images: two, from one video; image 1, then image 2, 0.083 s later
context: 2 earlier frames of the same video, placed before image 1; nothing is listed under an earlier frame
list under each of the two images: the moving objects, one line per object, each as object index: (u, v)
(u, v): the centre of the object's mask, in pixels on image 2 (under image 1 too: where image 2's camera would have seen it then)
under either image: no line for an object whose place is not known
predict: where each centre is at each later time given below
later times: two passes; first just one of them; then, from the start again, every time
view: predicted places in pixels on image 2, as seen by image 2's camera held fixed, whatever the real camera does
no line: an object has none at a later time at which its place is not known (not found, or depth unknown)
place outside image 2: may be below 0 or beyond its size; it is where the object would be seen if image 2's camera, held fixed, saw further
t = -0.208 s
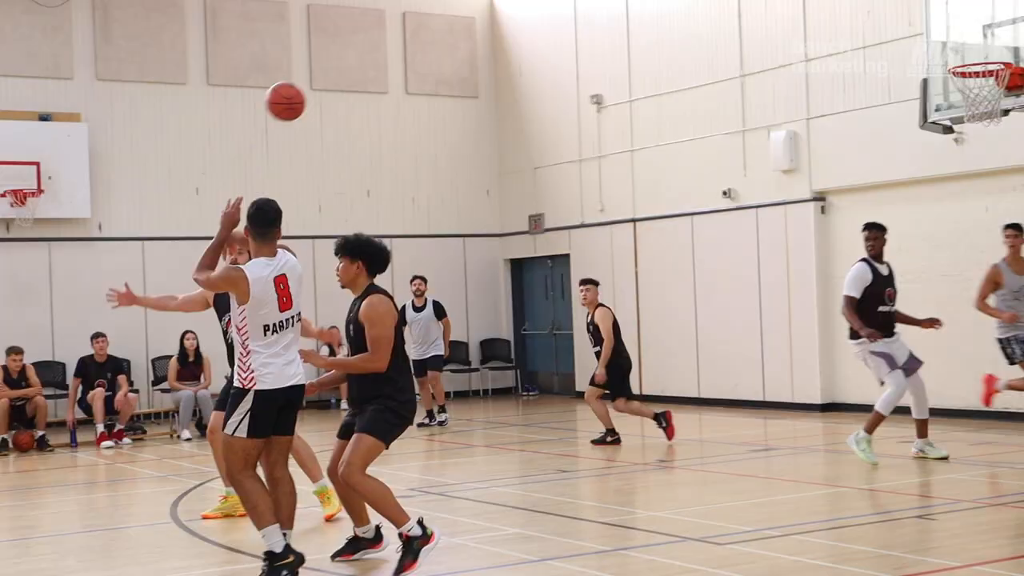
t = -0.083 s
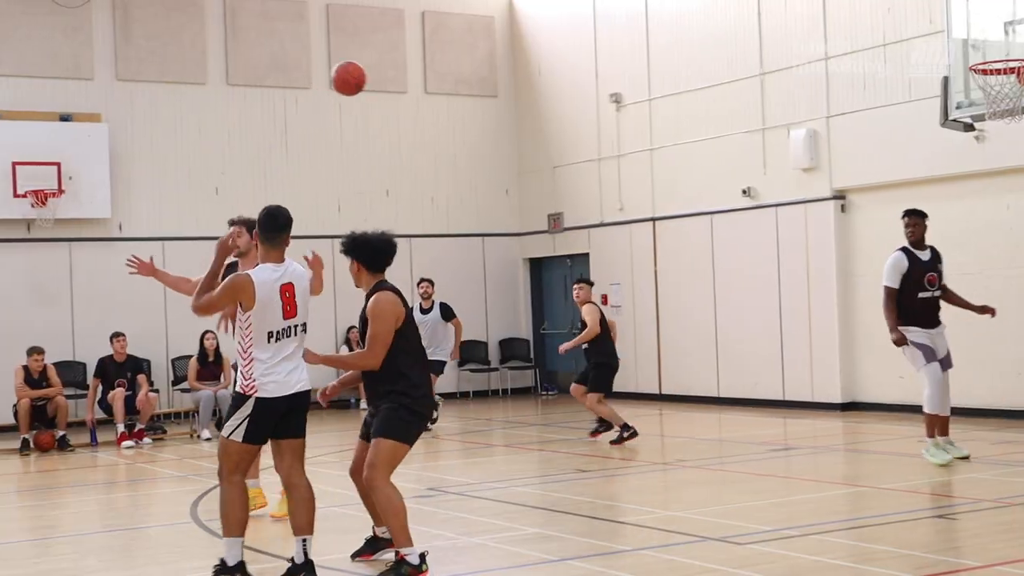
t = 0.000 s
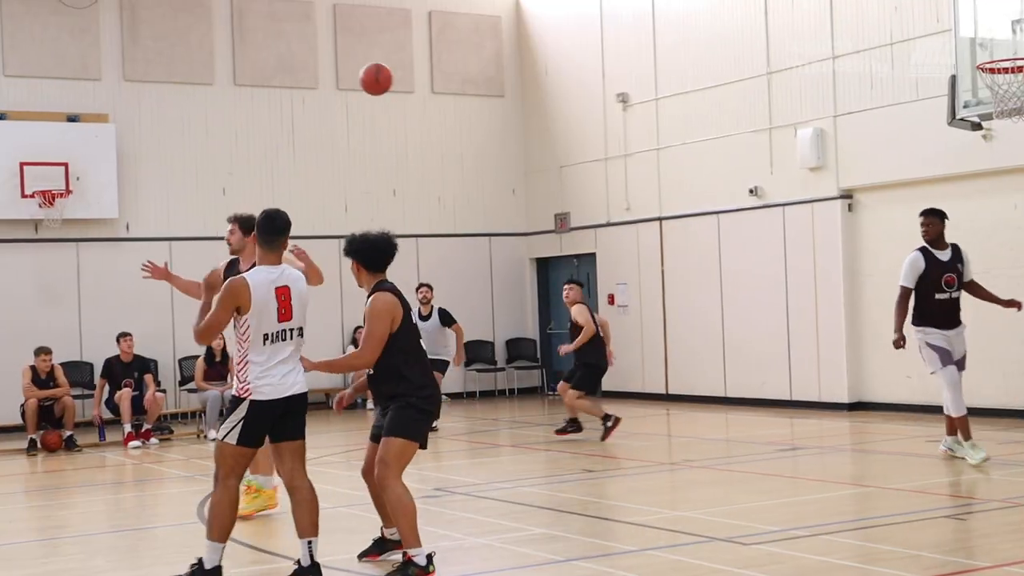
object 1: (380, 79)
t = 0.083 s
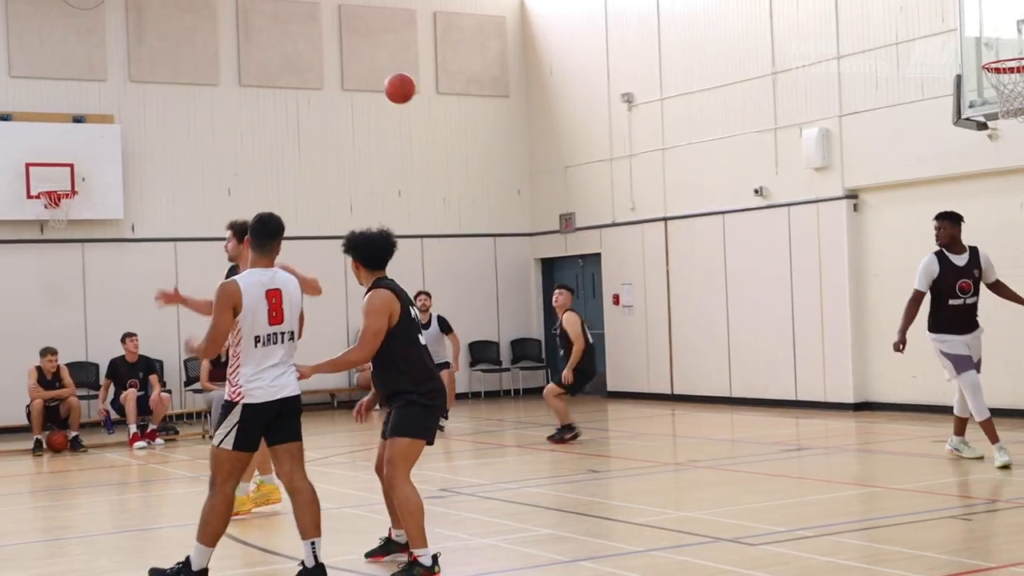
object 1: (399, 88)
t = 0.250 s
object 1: (432, 124)
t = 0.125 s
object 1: (408, 95)
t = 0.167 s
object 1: (416, 103)
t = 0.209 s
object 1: (424, 113)
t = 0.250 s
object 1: (432, 124)
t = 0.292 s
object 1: (439, 136)
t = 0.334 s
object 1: (449, 156)
